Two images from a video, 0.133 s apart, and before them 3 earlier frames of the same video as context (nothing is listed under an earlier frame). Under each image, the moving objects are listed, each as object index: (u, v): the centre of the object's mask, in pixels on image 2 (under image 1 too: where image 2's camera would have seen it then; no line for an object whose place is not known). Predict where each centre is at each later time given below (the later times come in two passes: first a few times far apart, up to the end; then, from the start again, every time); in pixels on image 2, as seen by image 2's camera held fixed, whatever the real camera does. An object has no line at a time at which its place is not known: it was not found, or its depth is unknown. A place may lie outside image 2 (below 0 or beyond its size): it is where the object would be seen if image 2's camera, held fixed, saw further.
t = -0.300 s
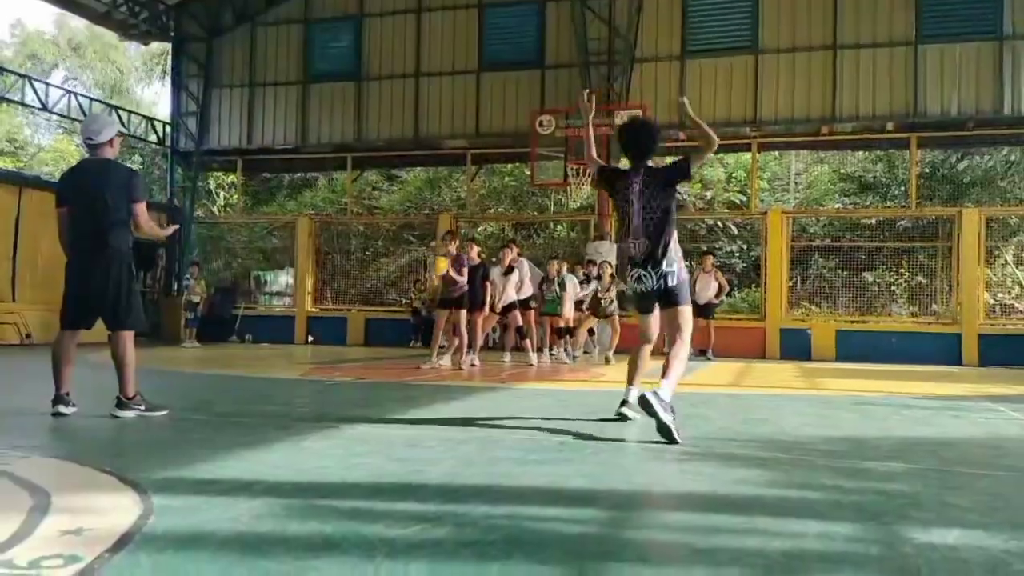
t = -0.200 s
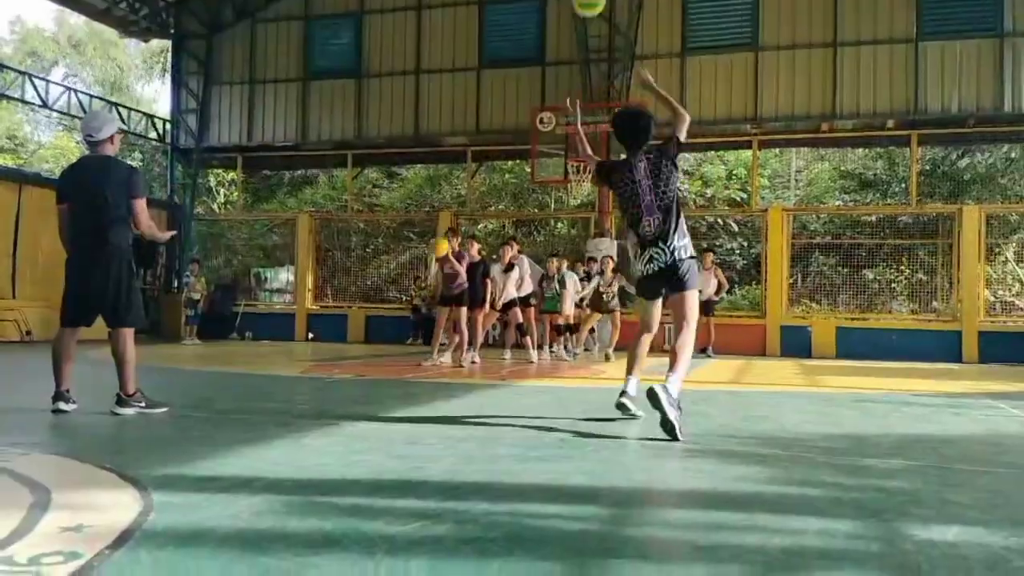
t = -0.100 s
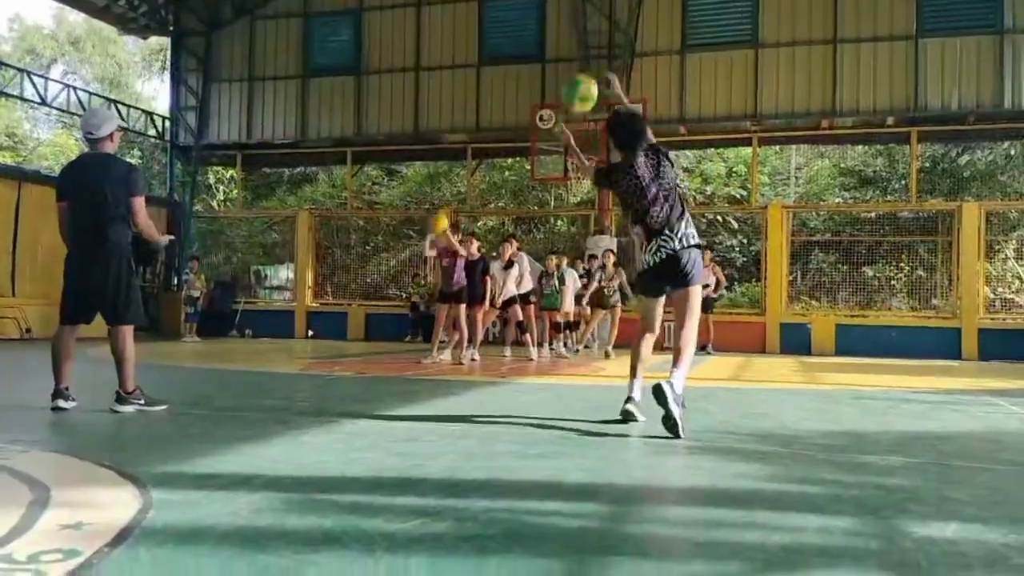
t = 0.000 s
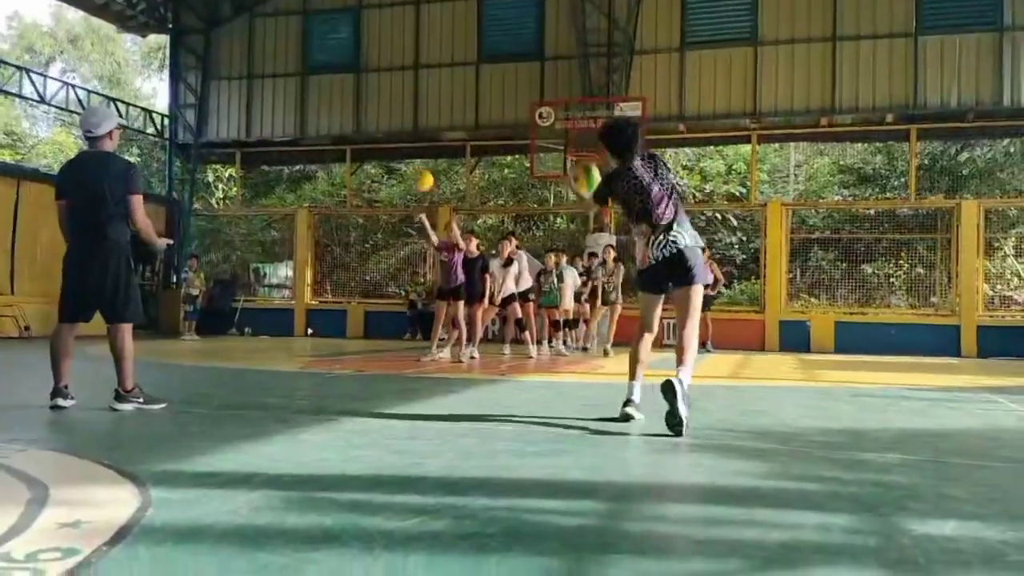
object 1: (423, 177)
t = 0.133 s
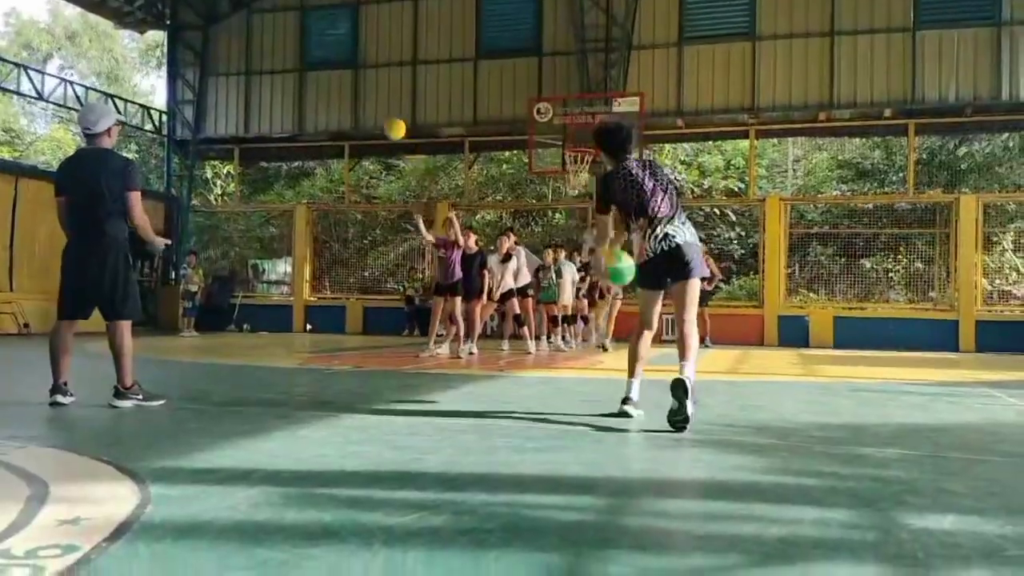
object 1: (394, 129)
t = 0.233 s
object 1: (372, 101)
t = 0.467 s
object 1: (309, 71)
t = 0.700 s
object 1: (231, 112)
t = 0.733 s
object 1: (216, 126)
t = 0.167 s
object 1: (388, 119)
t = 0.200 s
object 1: (380, 110)
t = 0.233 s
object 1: (372, 101)
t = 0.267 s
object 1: (364, 94)
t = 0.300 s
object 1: (357, 88)
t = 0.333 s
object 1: (349, 82)
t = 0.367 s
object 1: (339, 77)
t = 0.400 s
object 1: (329, 74)
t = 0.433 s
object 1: (319, 72)
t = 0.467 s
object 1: (309, 71)
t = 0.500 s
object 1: (300, 72)
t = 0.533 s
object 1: (289, 74)
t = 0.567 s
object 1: (279, 78)
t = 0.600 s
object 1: (266, 83)
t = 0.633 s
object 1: (255, 91)
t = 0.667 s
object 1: (242, 100)
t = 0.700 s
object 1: (231, 112)
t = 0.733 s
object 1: (216, 126)
